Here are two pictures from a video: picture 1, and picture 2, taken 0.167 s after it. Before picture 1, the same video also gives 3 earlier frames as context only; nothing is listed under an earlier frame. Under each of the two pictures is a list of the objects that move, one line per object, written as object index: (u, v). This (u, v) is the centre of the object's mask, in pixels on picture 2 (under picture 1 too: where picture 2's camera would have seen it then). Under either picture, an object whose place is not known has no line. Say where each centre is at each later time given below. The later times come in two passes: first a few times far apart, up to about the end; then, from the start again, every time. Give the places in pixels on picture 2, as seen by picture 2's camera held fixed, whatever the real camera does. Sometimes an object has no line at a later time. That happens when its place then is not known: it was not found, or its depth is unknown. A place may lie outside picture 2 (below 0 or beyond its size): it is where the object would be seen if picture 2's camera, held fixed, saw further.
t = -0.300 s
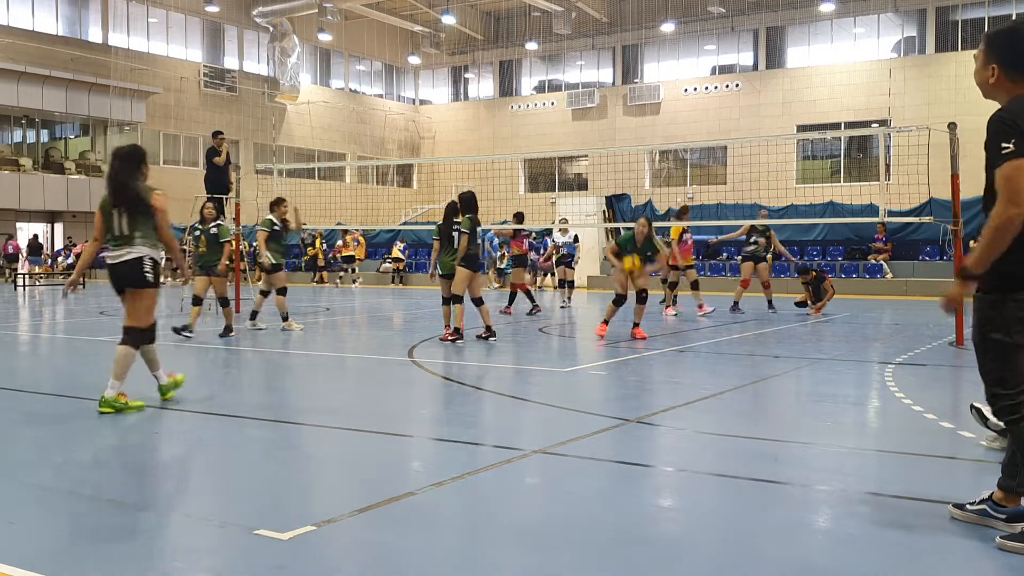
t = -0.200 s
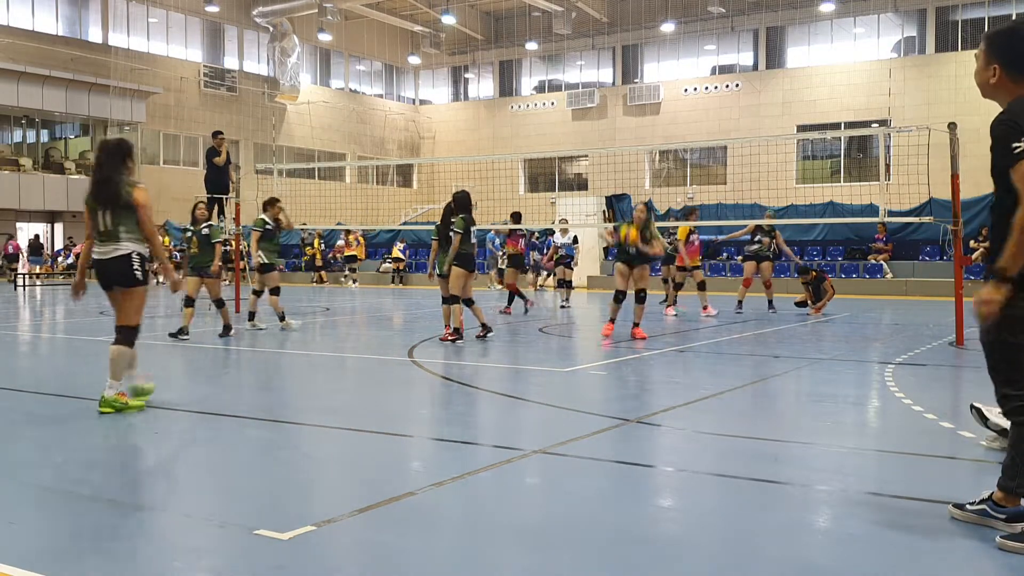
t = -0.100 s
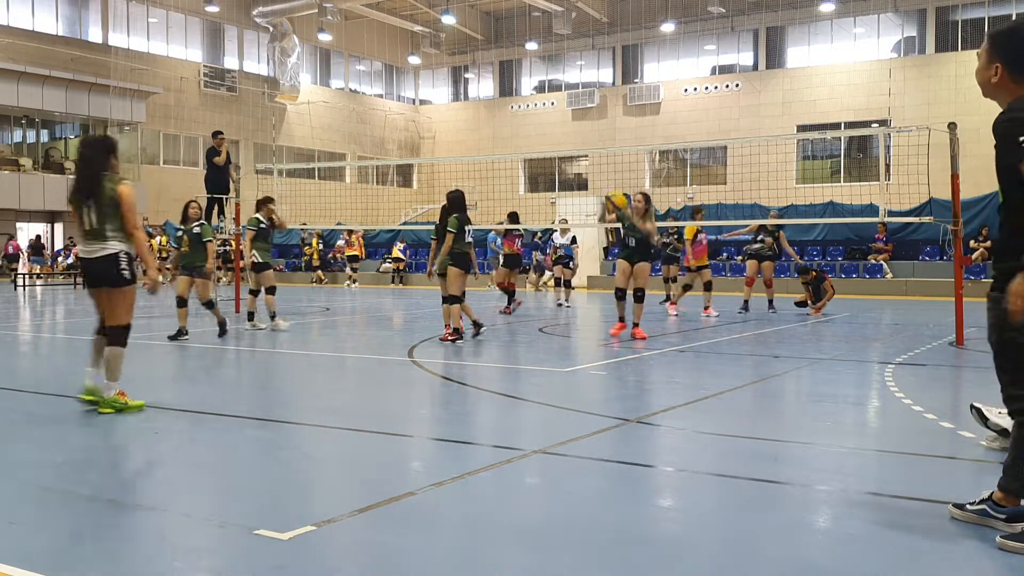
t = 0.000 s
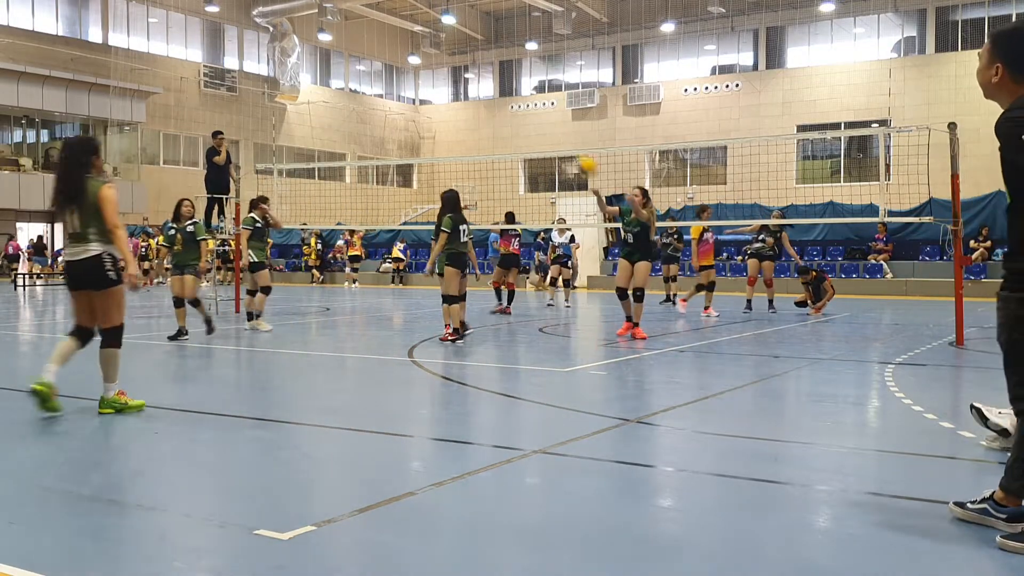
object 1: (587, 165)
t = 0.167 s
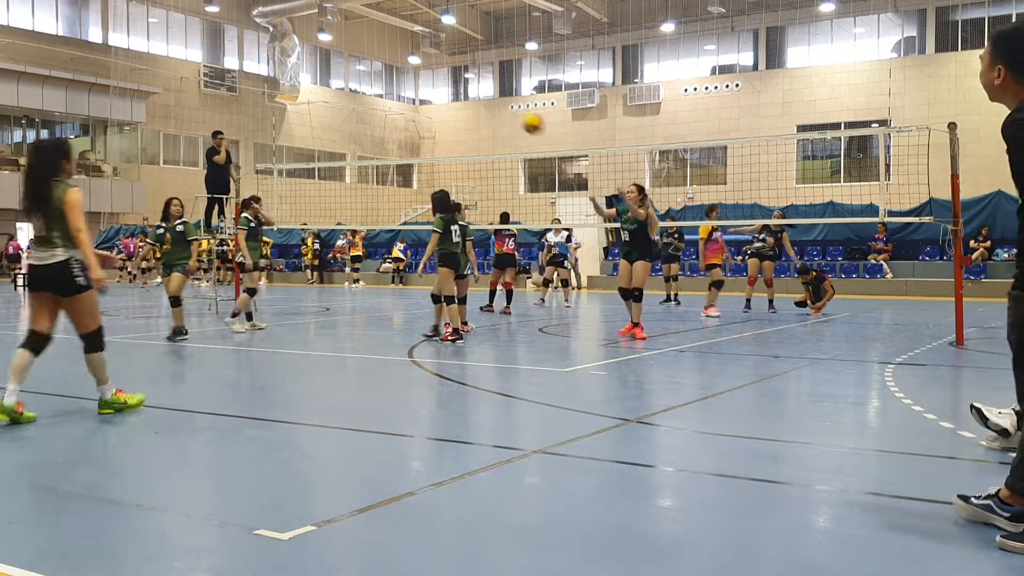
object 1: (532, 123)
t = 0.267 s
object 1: (498, 110)
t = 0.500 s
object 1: (409, 120)
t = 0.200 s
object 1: (521, 118)
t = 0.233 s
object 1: (509, 113)
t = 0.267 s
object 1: (498, 110)
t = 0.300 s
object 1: (486, 108)
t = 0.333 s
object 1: (473, 107)
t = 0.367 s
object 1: (461, 105)
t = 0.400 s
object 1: (450, 108)
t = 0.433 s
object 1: (434, 111)
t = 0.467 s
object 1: (421, 115)
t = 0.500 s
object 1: (409, 120)
